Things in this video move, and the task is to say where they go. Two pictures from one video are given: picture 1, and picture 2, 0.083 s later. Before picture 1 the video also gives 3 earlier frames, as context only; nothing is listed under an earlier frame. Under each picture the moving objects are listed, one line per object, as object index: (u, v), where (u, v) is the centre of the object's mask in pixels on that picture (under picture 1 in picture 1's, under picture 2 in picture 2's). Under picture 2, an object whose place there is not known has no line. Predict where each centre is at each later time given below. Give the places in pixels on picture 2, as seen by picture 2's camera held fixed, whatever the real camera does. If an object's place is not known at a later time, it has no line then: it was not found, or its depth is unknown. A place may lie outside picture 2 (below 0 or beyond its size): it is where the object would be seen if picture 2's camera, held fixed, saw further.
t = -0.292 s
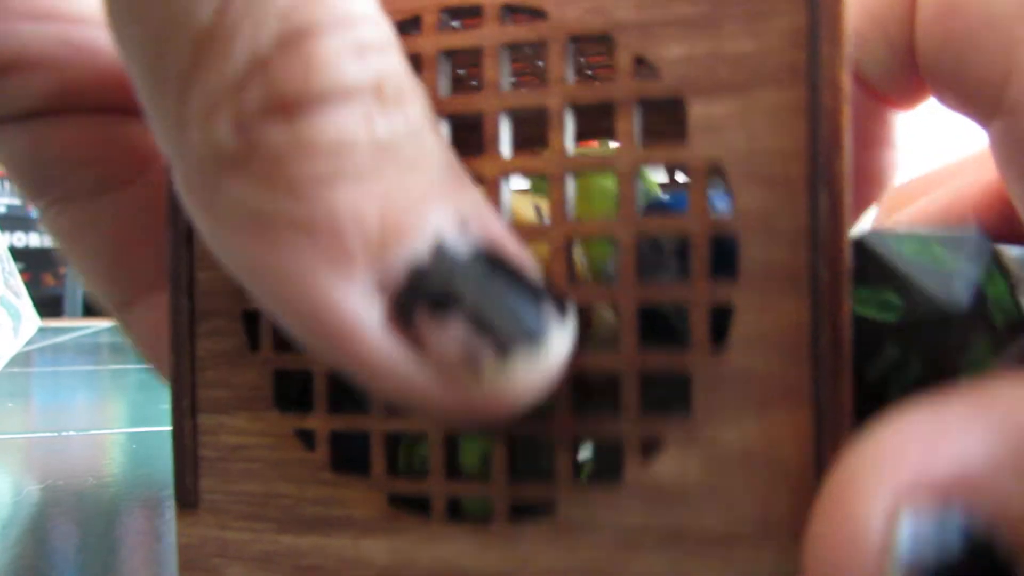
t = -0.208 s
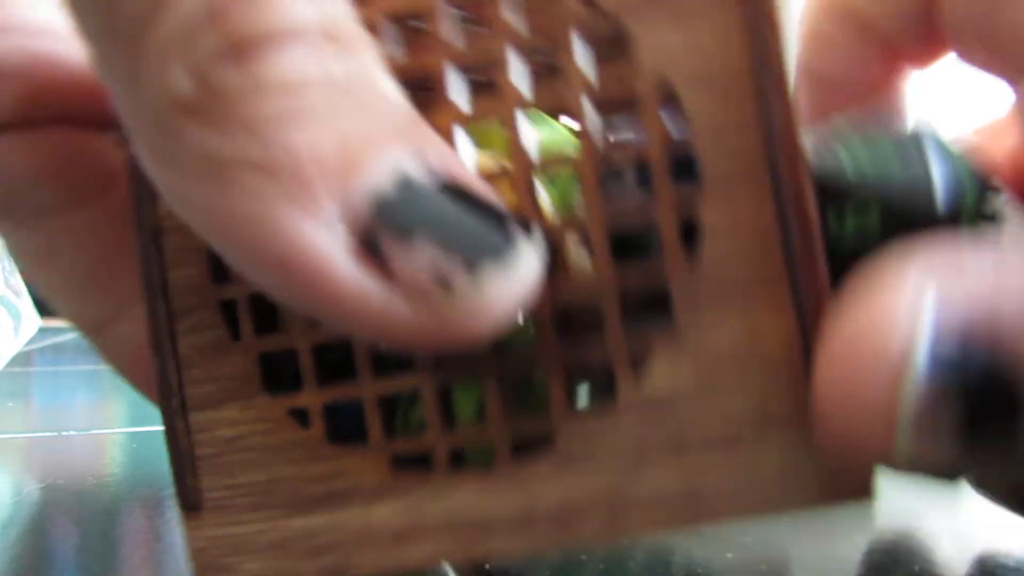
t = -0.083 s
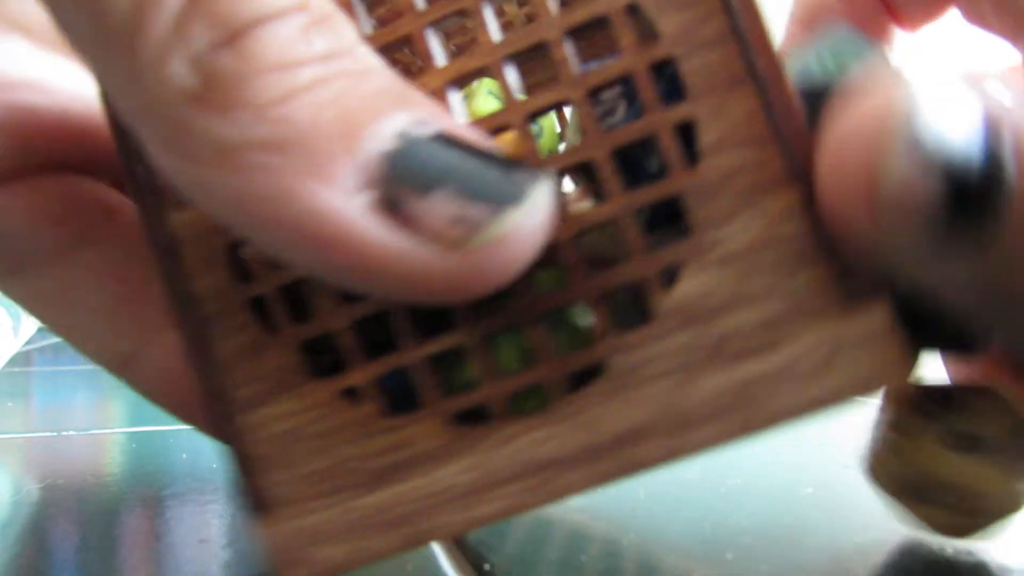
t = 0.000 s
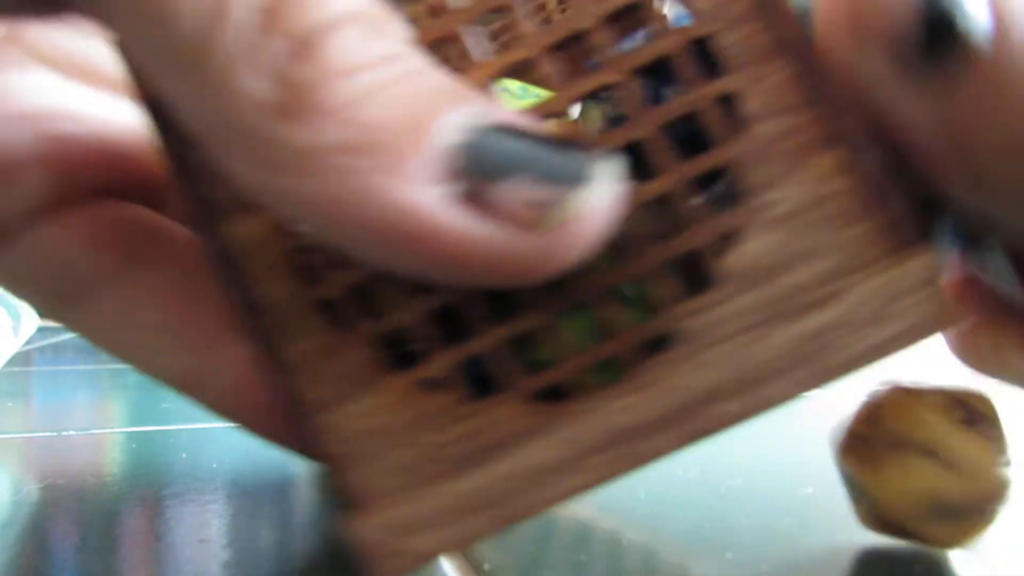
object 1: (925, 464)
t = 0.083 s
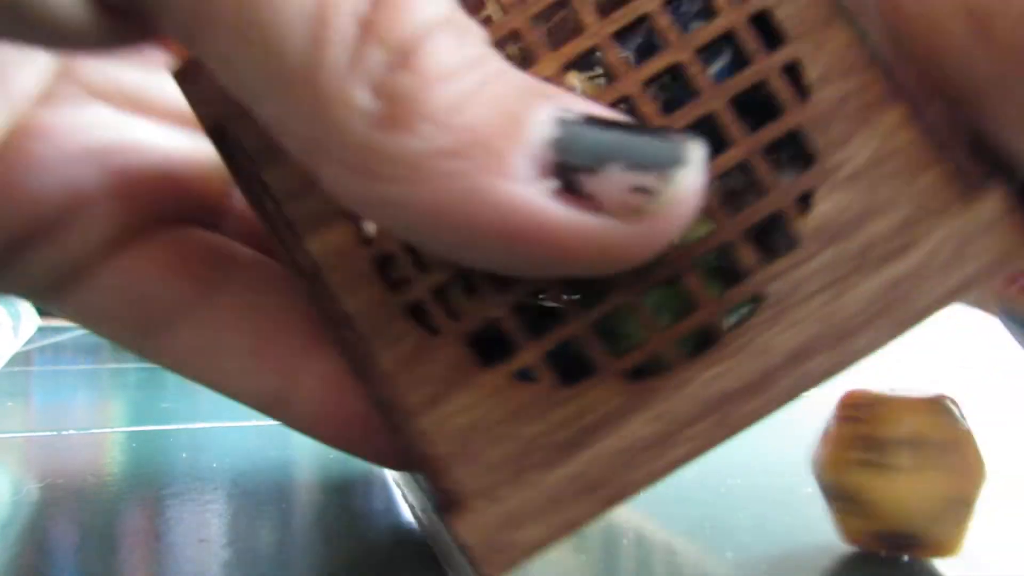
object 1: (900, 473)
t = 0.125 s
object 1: (862, 486)
